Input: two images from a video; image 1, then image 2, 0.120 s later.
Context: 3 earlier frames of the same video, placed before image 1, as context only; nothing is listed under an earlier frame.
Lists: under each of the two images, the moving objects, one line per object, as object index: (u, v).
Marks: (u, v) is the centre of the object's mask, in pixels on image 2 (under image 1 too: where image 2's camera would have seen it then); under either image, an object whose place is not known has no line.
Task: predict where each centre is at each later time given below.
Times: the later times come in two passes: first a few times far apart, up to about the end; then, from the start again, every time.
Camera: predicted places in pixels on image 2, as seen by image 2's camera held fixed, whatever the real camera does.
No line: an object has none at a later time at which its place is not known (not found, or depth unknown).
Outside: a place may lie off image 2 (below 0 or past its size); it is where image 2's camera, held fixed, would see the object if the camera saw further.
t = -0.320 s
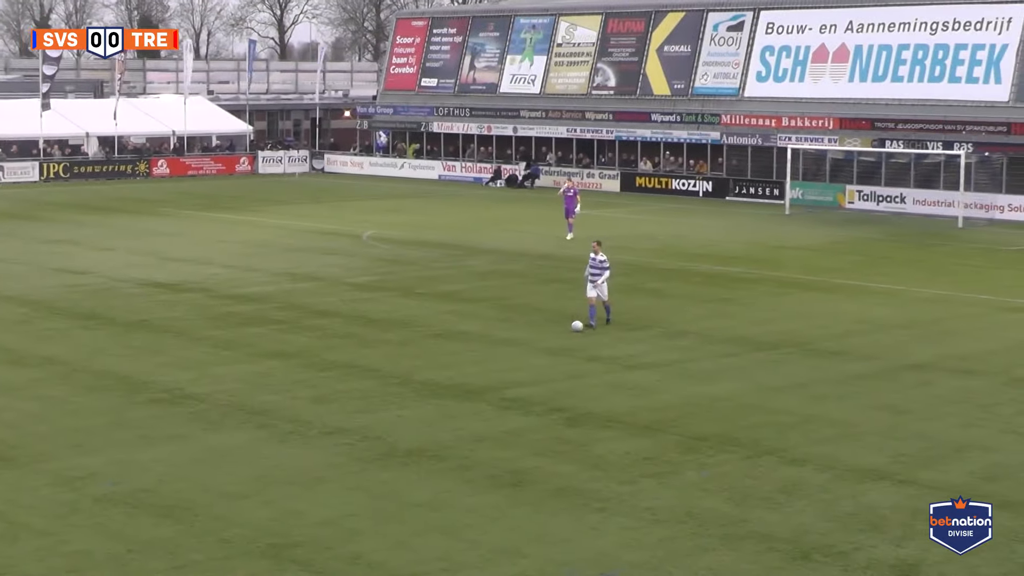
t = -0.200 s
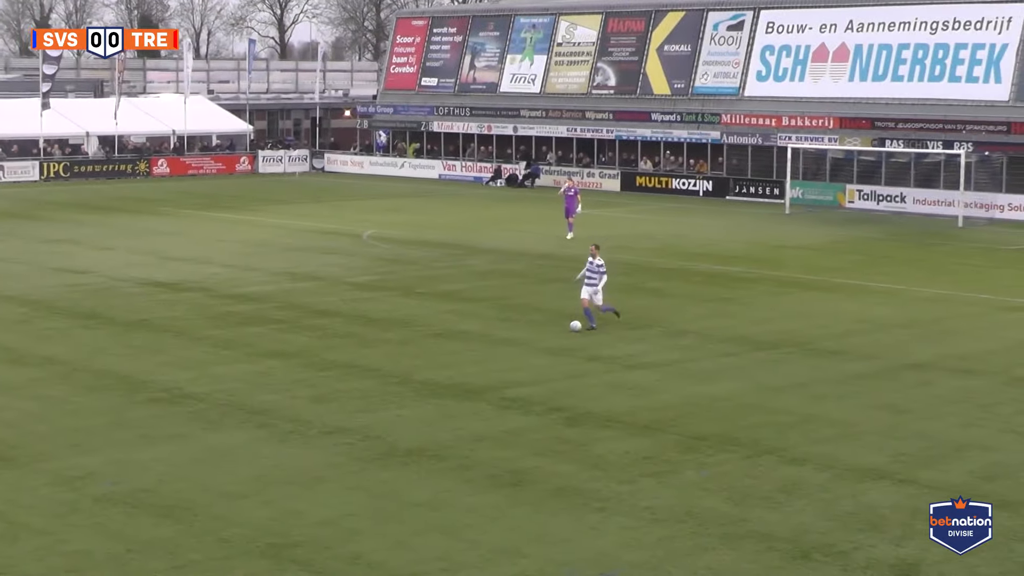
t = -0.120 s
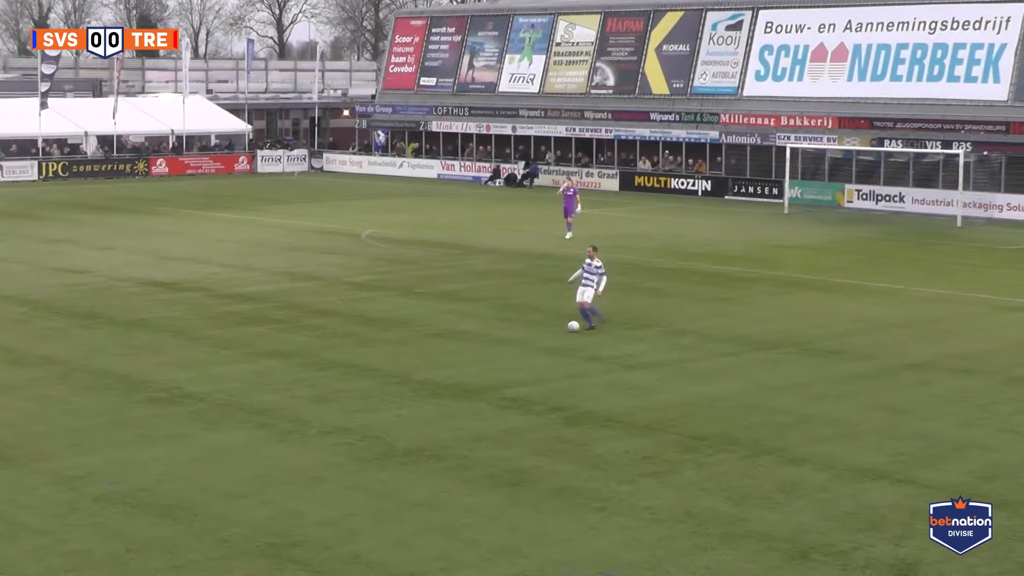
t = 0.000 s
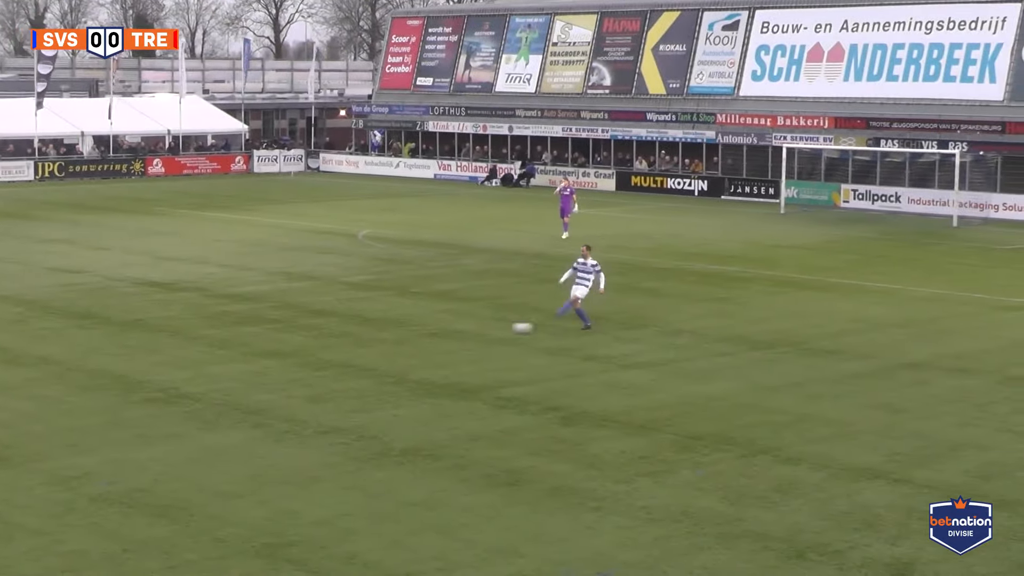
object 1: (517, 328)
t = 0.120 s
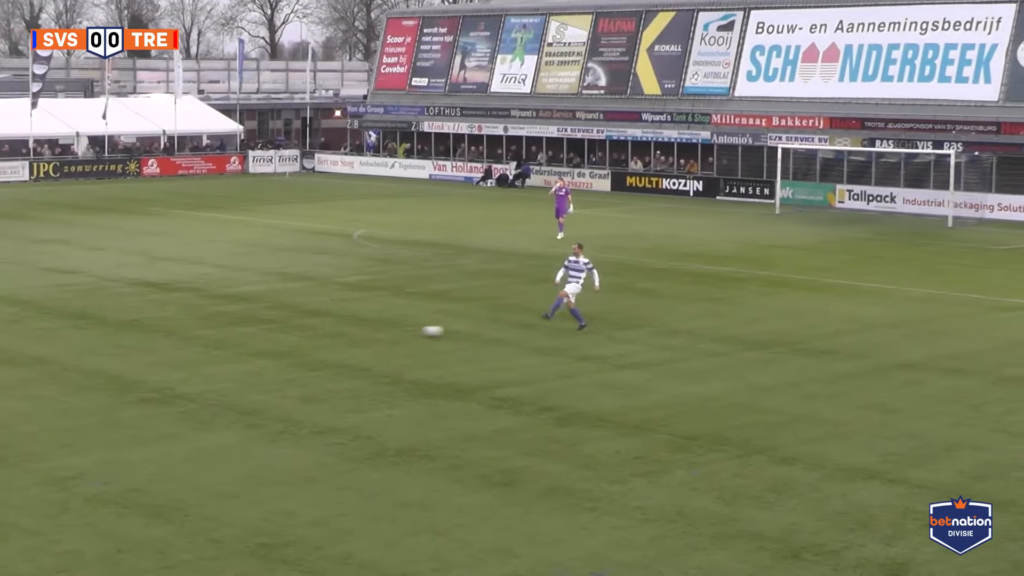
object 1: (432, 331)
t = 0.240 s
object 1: (351, 334)
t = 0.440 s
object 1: (223, 338)
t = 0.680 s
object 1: (82, 344)
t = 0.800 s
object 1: (13, 347)
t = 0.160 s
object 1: (405, 333)
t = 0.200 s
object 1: (378, 334)
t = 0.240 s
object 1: (351, 334)
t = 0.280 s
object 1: (325, 335)
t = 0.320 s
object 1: (299, 336)
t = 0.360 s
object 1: (273, 337)
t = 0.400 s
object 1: (248, 338)
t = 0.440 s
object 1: (223, 338)
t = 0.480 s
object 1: (199, 339)
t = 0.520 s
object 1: (174, 341)
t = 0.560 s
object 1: (151, 341)
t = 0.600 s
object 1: (128, 343)
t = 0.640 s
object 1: (104, 343)
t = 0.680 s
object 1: (82, 344)
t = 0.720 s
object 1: (59, 345)
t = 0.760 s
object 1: (36, 346)
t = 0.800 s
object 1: (13, 347)
